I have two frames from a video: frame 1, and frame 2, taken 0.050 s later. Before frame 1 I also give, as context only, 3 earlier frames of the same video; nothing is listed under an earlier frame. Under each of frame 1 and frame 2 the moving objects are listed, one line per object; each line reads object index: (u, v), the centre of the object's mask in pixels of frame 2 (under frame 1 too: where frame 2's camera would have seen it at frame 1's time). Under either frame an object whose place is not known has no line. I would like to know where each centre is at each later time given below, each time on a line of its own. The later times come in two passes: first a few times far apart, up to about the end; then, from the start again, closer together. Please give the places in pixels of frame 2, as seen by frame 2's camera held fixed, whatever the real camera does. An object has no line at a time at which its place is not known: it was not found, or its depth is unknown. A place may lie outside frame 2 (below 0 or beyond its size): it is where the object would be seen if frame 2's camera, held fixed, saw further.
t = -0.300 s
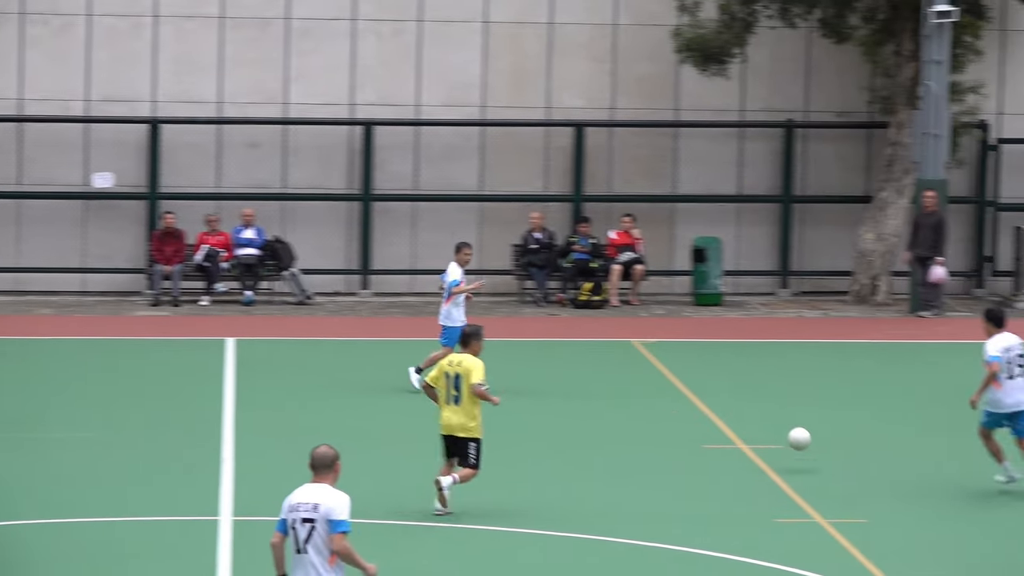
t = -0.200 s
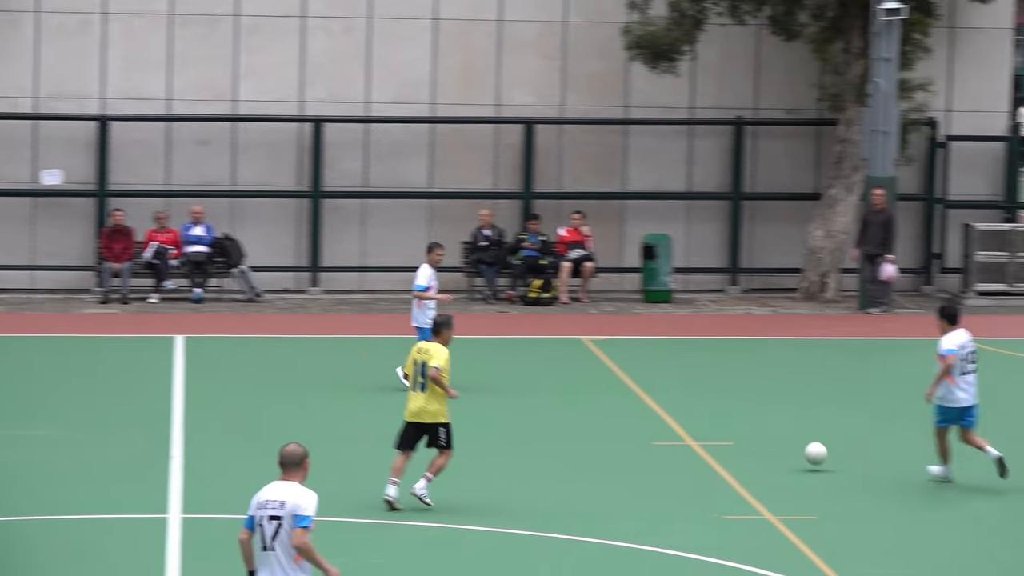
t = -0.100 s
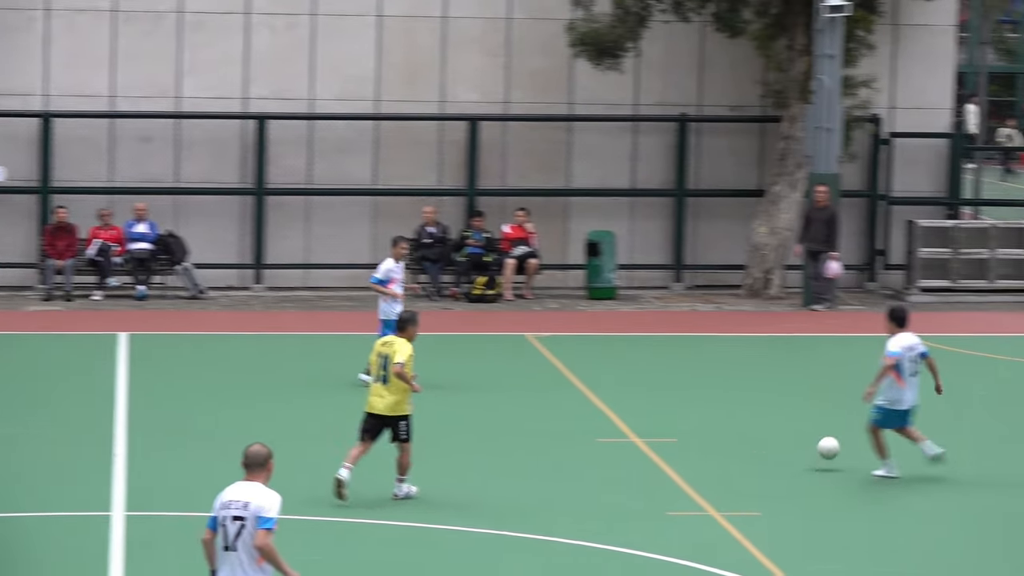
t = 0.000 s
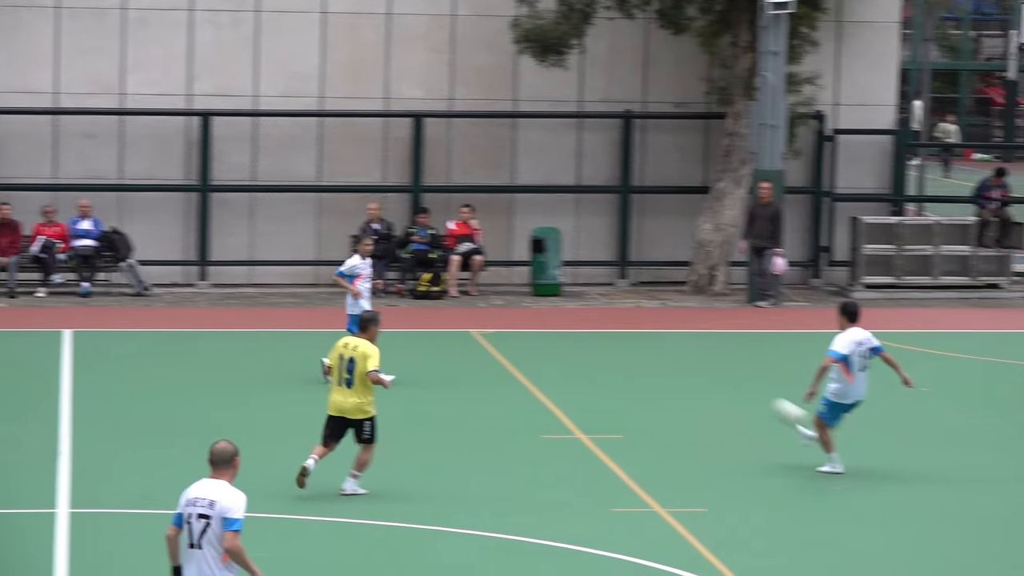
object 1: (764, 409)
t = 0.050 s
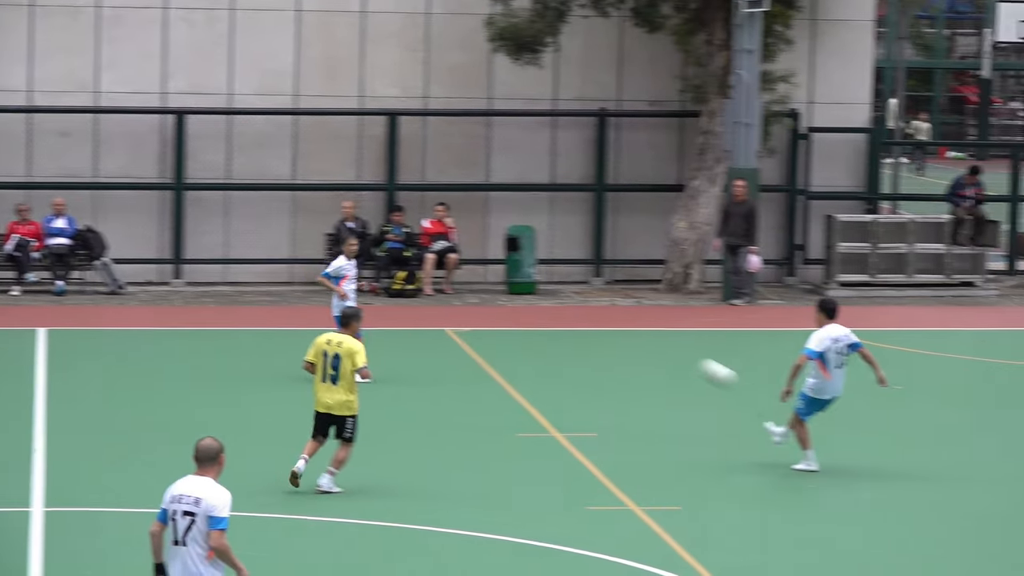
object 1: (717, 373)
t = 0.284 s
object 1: (490, 229)
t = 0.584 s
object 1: (203, 123)
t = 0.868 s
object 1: (-107, 97)
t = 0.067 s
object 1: (702, 361)
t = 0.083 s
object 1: (686, 349)
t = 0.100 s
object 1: (669, 338)
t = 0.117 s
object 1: (653, 326)
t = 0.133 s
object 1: (636, 316)
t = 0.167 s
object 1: (605, 294)
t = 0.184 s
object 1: (588, 284)
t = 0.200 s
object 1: (571, 274)
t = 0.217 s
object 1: (557, 266)
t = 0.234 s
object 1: (539, 255)
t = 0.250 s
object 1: (524, 247)
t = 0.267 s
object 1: (507, 239)
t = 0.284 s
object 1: (490, 229)
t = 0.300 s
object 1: (475, 221)
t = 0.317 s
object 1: (461, 214)
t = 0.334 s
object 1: (445, 206)
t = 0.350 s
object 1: (428, 200)
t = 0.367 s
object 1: (413, 192)
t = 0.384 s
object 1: (397, 186)
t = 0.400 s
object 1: (381, 180)
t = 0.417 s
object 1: (365, 173)
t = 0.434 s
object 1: (349, 167)
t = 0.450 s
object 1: (333, 159)
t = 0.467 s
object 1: (317, 154)
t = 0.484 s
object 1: (301, 149)
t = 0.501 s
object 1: (285, 144)
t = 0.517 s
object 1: (268, 140)
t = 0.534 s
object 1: (252, 135)
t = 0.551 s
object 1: (236, 130)
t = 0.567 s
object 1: (219, 126)
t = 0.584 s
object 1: (203, 123)
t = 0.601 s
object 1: (186, 119)
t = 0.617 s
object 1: (169, 117)
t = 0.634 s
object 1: (152, 113)
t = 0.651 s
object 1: (134, 110)
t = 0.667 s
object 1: (117, 107)
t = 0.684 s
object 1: (99, 105)
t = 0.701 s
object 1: (81, 103)
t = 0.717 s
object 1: (63, 102)
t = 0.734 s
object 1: (45, 100)
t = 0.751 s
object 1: (27, 99)
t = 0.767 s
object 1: (8, 98)
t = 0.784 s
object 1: (-10, 97)
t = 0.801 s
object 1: (-29, 96)
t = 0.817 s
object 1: (-48, 96)
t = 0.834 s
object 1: (-66, 96)
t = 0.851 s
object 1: (-86, 96)
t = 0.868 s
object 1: (-107, 97)
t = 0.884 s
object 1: (-127, 98)
